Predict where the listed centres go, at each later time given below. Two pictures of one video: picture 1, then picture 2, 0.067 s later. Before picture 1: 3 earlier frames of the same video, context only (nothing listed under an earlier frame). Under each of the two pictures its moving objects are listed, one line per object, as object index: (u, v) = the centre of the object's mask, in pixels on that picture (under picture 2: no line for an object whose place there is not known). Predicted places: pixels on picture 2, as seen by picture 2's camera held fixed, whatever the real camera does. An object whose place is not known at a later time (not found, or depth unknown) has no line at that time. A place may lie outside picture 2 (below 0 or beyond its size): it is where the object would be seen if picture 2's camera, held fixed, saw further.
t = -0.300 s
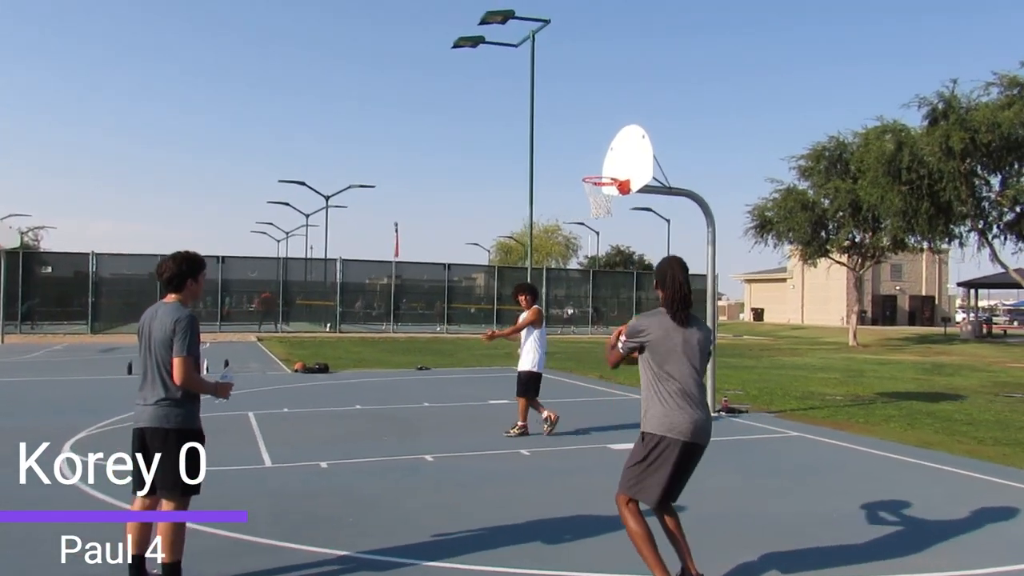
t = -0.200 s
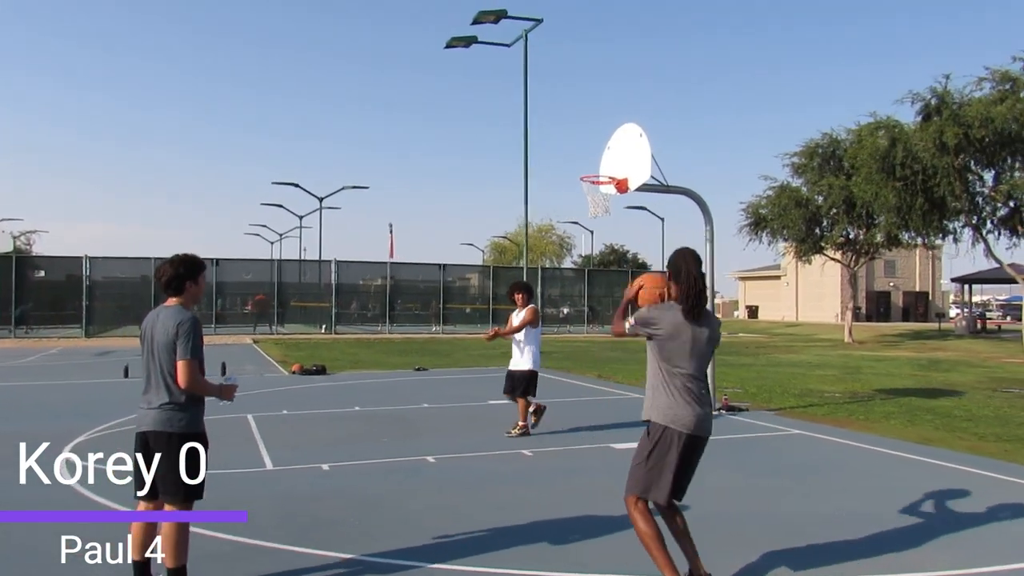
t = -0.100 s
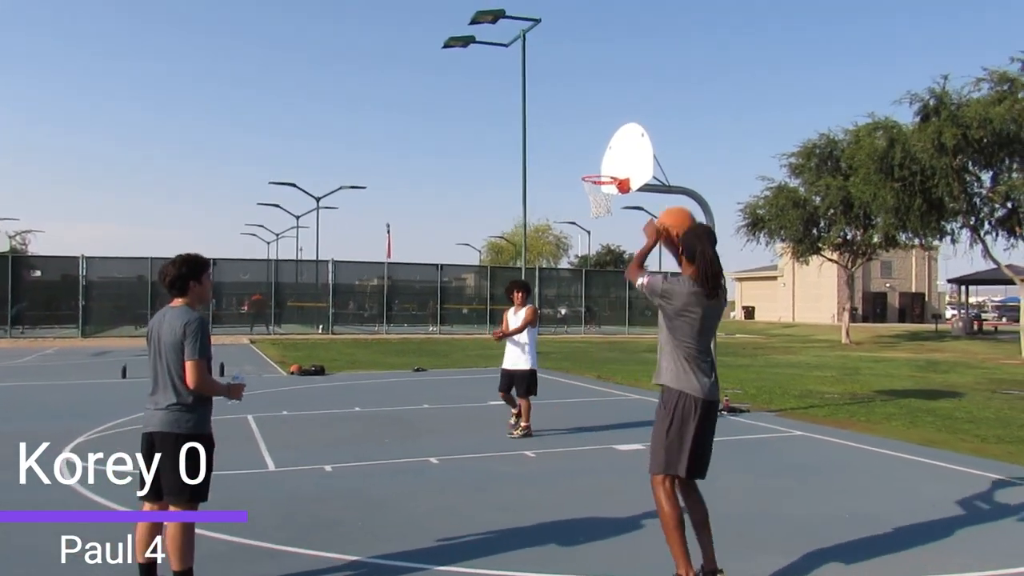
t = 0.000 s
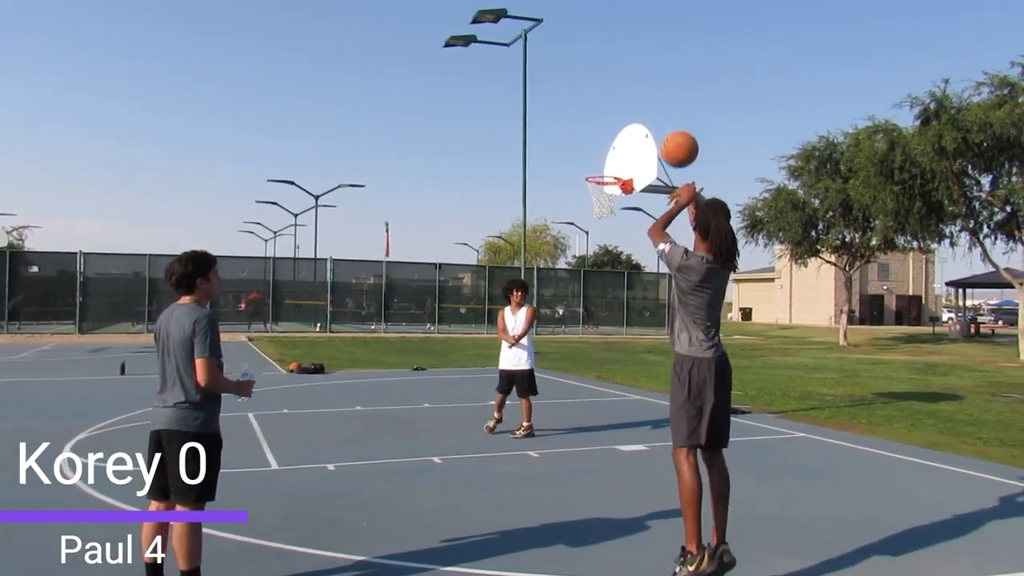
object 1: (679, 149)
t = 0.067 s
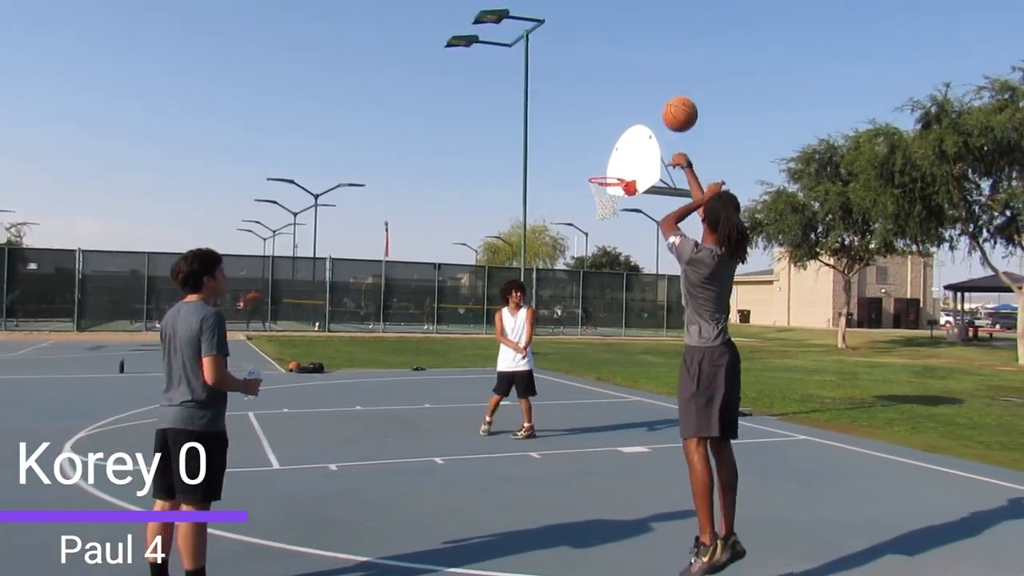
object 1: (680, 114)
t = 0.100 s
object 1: (677, 100)
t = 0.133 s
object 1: (675, 88)
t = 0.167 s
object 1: (674, 78)
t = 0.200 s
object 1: (672, 70)
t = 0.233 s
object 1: (670, 64)
